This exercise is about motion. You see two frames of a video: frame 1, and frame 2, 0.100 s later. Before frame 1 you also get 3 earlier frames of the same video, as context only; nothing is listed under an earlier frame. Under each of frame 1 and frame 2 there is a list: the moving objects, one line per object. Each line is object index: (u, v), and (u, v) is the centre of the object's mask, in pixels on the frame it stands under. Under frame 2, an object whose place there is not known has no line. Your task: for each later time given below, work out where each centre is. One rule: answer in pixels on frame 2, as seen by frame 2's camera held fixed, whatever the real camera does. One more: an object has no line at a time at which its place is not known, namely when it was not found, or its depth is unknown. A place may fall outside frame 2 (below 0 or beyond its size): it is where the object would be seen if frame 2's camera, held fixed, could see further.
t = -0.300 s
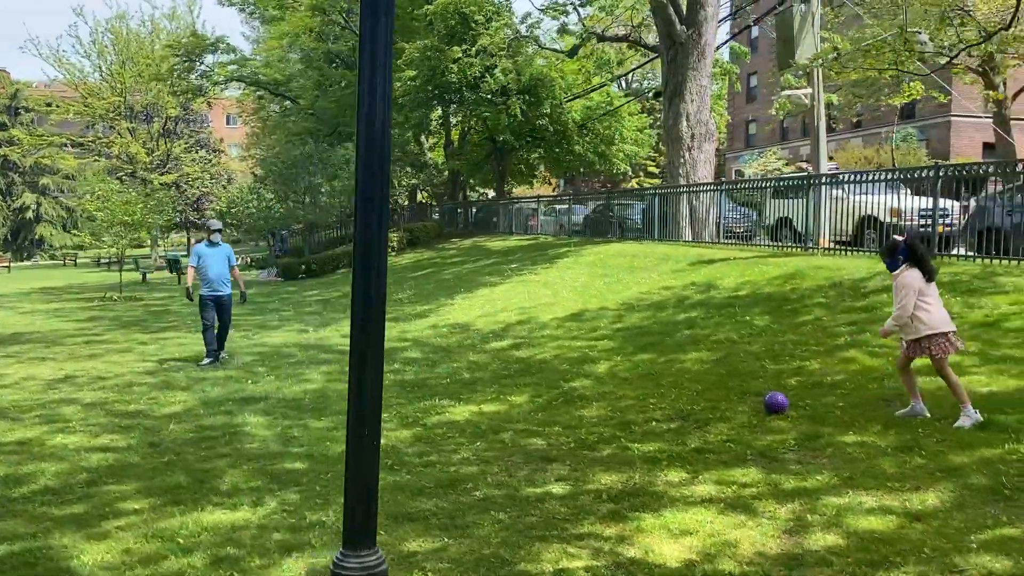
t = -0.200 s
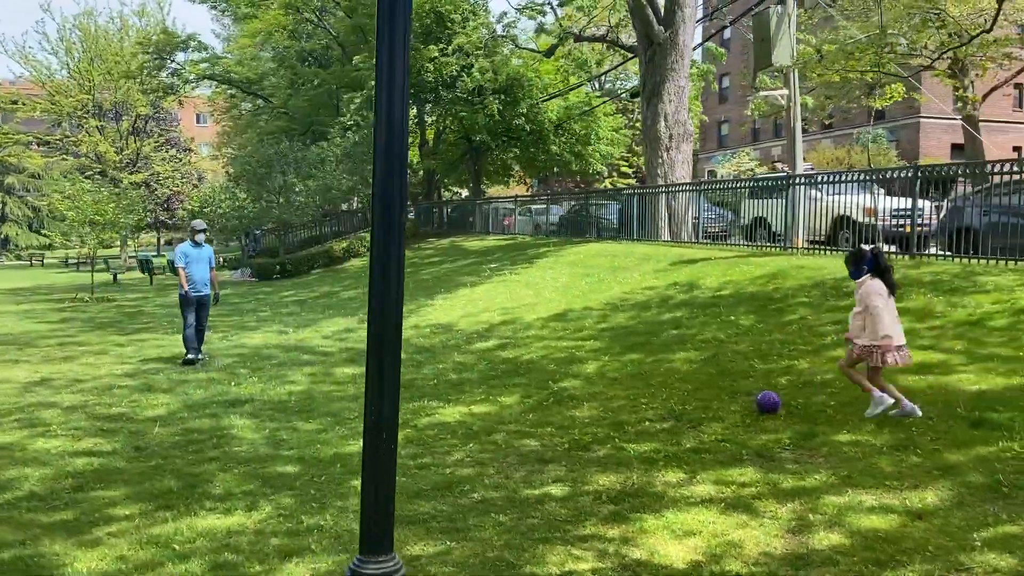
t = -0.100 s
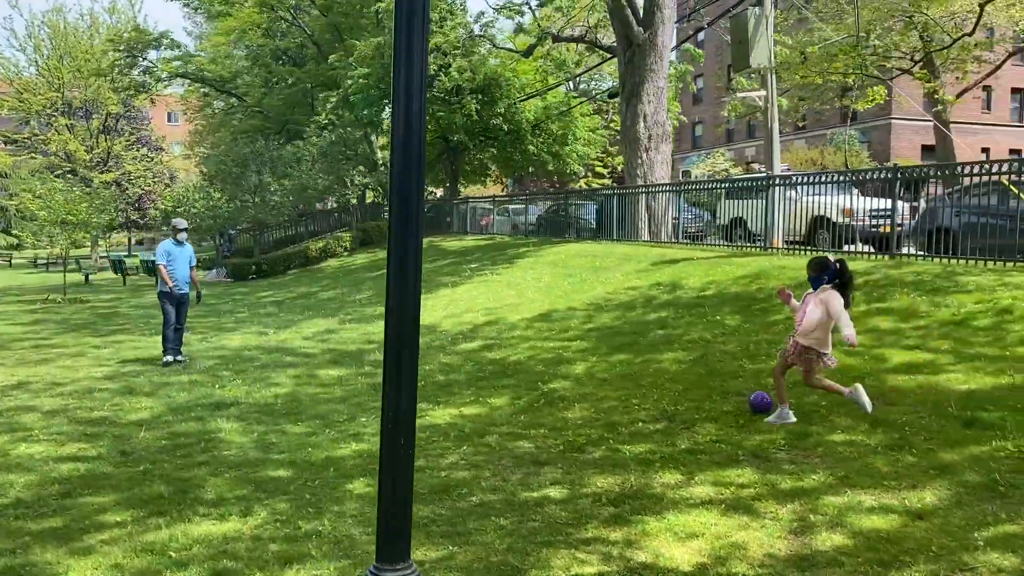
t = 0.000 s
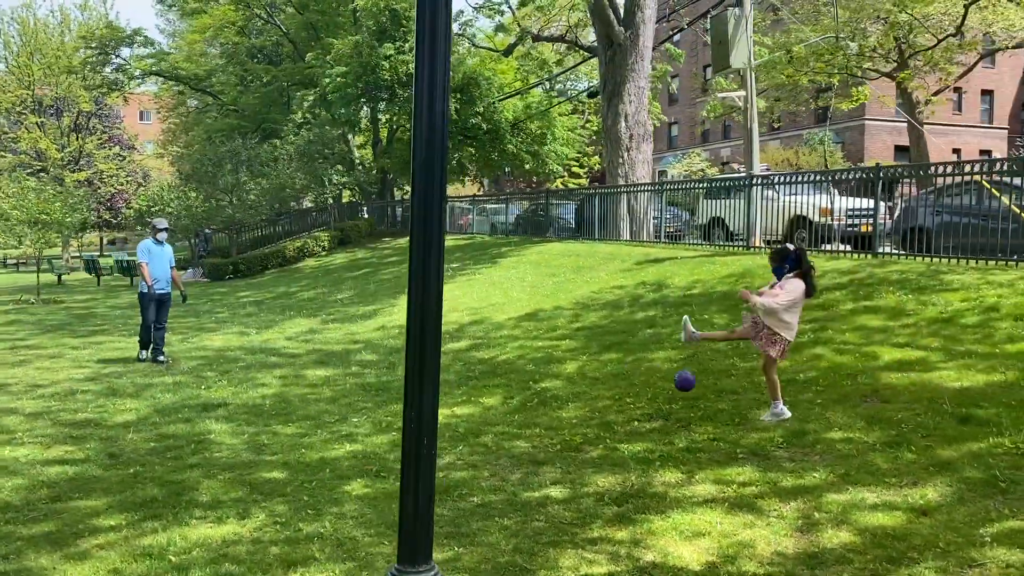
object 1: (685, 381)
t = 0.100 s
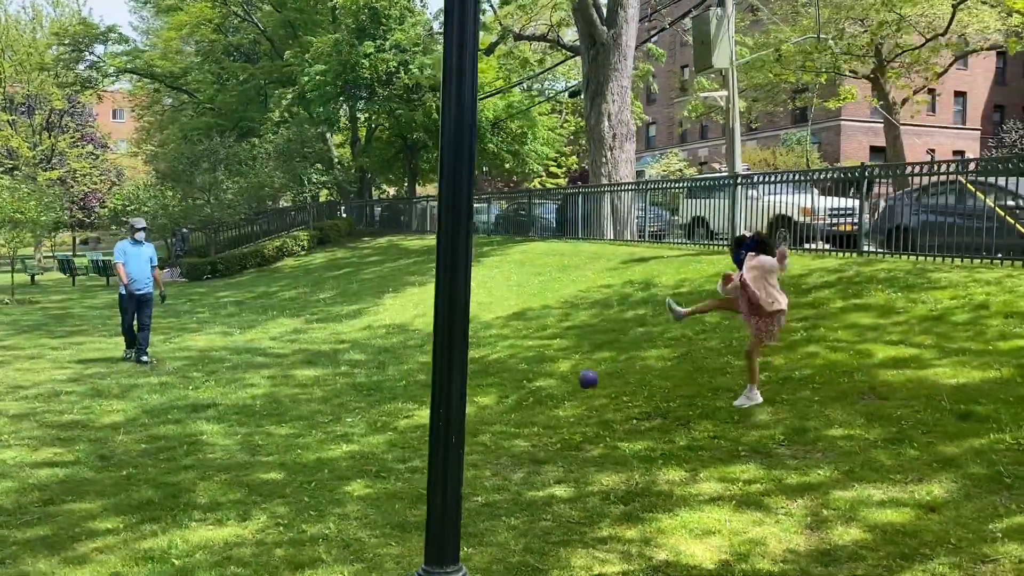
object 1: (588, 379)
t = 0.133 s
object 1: (562, 372)
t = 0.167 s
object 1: (538, 371)
